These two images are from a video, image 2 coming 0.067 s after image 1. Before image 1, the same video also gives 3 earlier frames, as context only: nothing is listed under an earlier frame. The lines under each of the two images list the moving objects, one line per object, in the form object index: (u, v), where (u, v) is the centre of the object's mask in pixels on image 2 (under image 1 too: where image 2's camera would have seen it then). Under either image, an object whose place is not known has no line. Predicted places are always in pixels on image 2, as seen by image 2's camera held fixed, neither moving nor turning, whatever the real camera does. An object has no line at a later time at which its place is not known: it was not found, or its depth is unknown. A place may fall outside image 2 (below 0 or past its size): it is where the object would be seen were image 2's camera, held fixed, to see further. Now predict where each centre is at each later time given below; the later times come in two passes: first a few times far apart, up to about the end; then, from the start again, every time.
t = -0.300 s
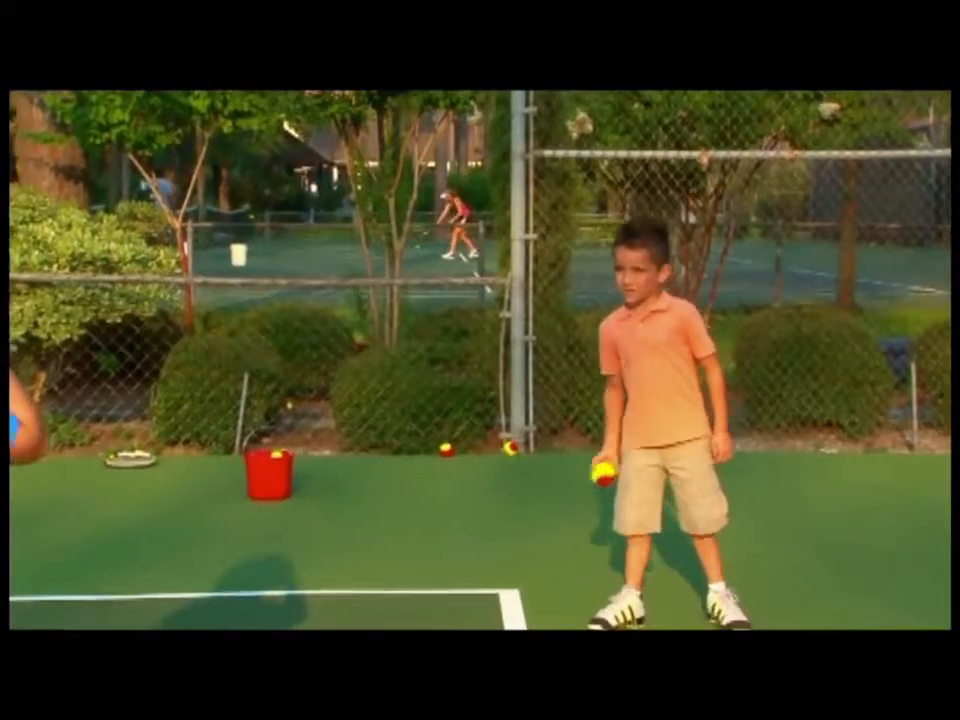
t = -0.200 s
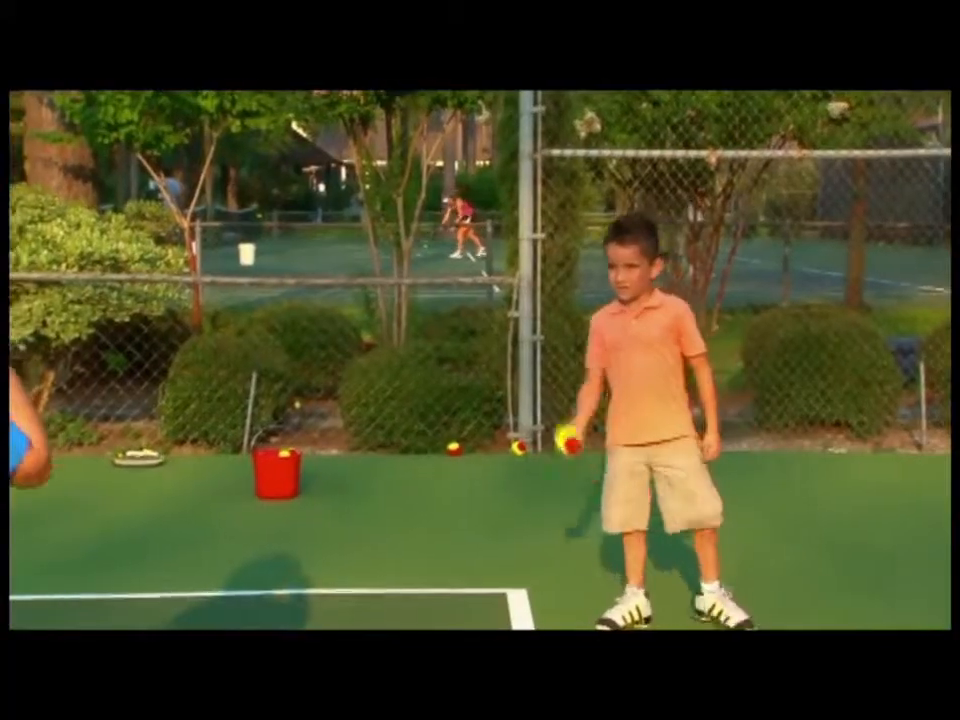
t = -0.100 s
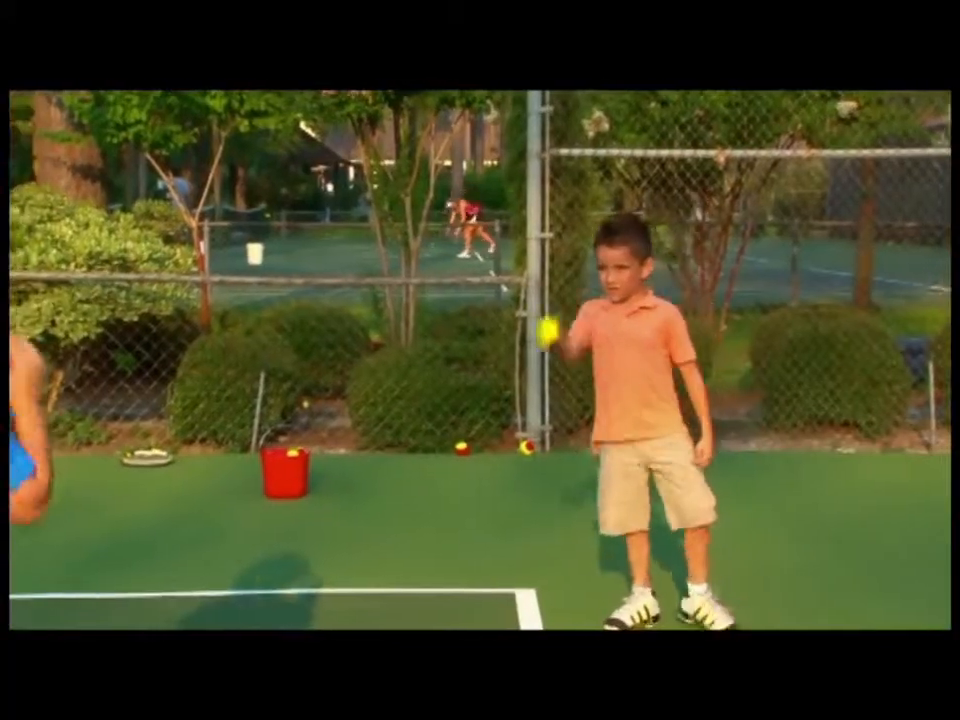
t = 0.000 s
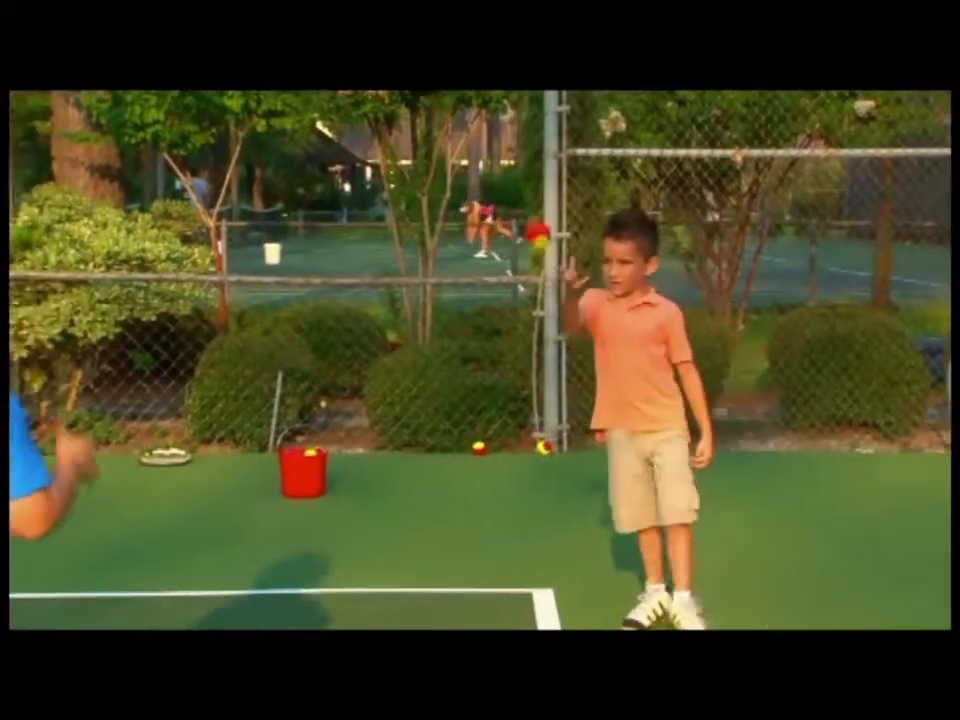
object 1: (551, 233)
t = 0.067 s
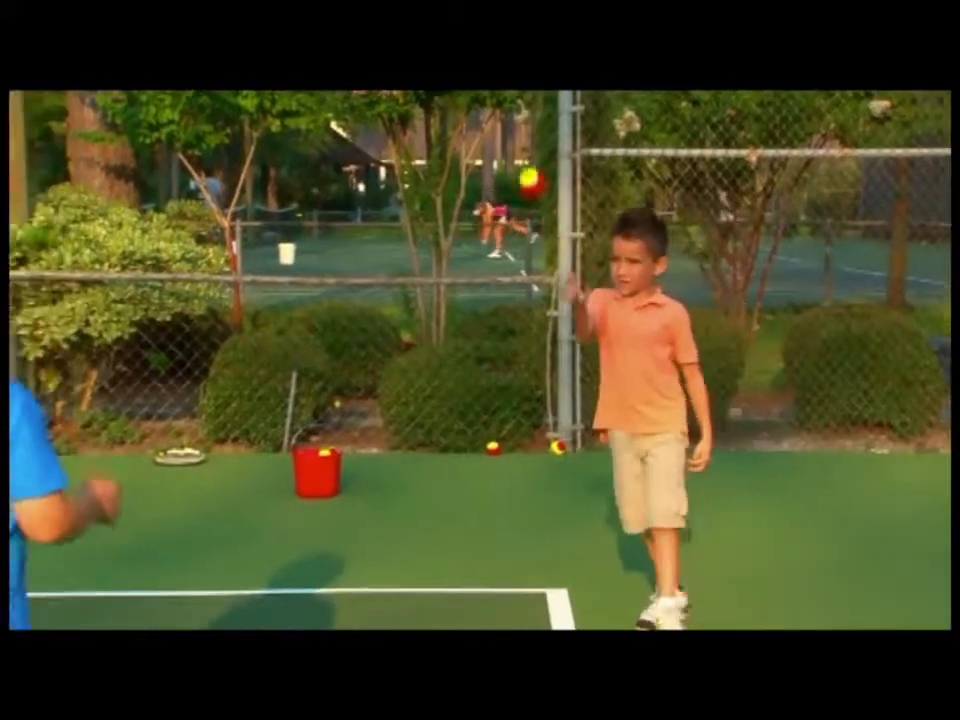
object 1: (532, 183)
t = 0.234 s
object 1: (478, 120)
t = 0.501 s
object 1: (369, 278)
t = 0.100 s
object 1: (522, 161)
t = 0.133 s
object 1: (512, 145)
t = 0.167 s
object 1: (500, 132)
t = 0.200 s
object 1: (489, 124)
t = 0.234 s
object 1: (478, 120)
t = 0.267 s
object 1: (465, 120)
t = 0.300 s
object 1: (453, 126)
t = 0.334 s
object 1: (440, 136)
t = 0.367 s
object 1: (427, 153)
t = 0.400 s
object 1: (413, 174)
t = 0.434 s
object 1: (398, 203)
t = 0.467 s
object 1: (383, 236)
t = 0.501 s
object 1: (369, 278)
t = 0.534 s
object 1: (352, 331)
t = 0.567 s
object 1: (335, 388)
